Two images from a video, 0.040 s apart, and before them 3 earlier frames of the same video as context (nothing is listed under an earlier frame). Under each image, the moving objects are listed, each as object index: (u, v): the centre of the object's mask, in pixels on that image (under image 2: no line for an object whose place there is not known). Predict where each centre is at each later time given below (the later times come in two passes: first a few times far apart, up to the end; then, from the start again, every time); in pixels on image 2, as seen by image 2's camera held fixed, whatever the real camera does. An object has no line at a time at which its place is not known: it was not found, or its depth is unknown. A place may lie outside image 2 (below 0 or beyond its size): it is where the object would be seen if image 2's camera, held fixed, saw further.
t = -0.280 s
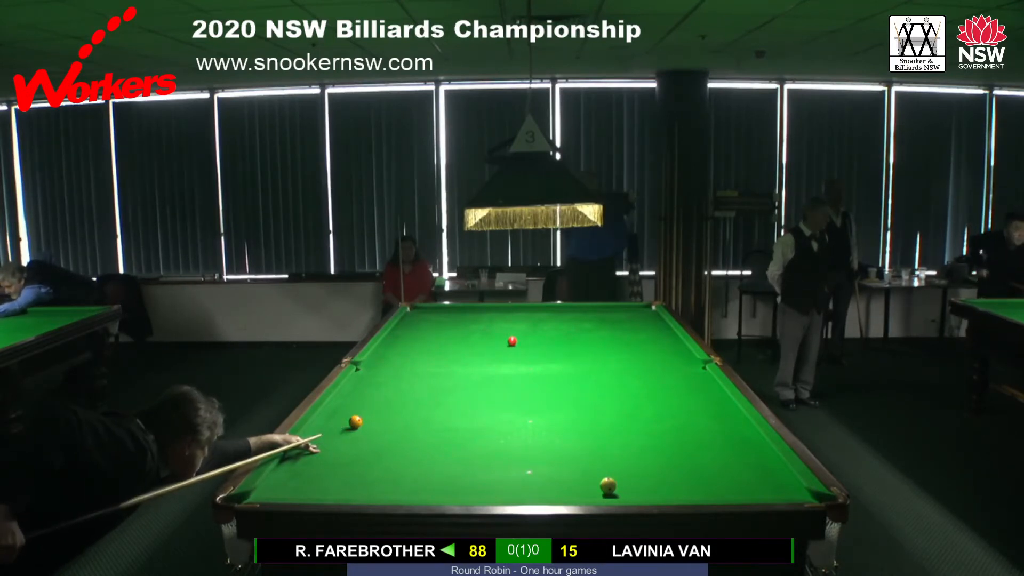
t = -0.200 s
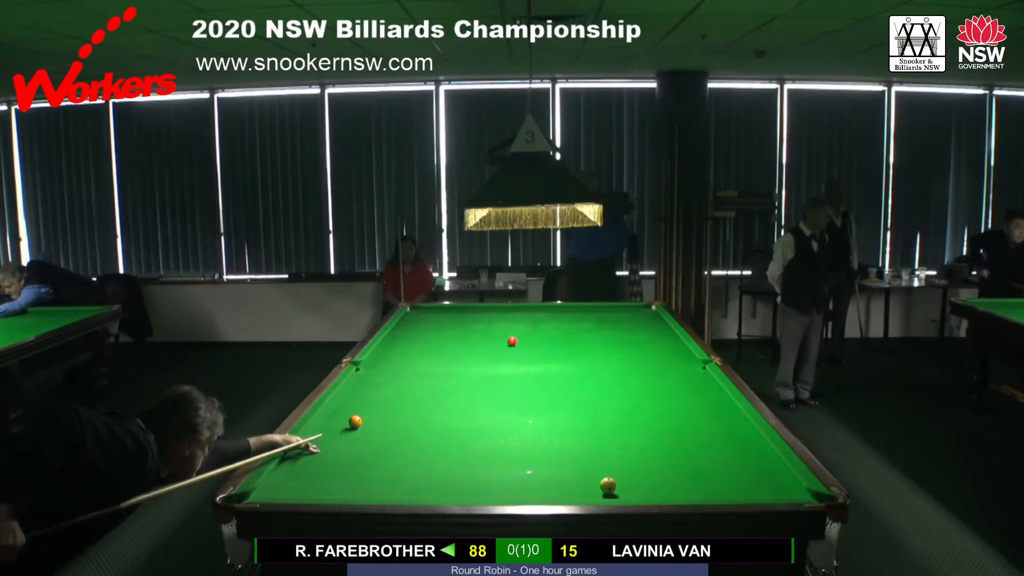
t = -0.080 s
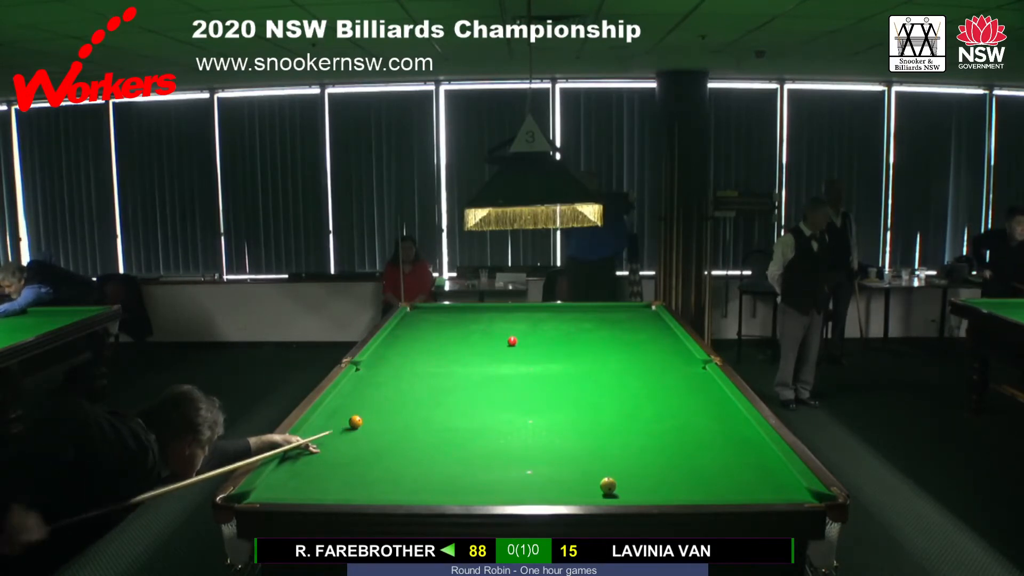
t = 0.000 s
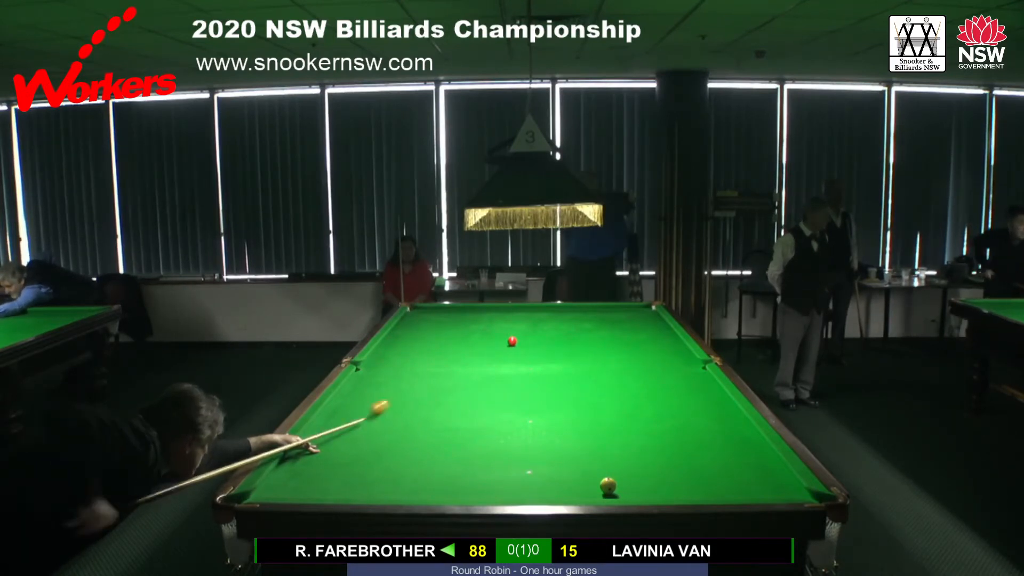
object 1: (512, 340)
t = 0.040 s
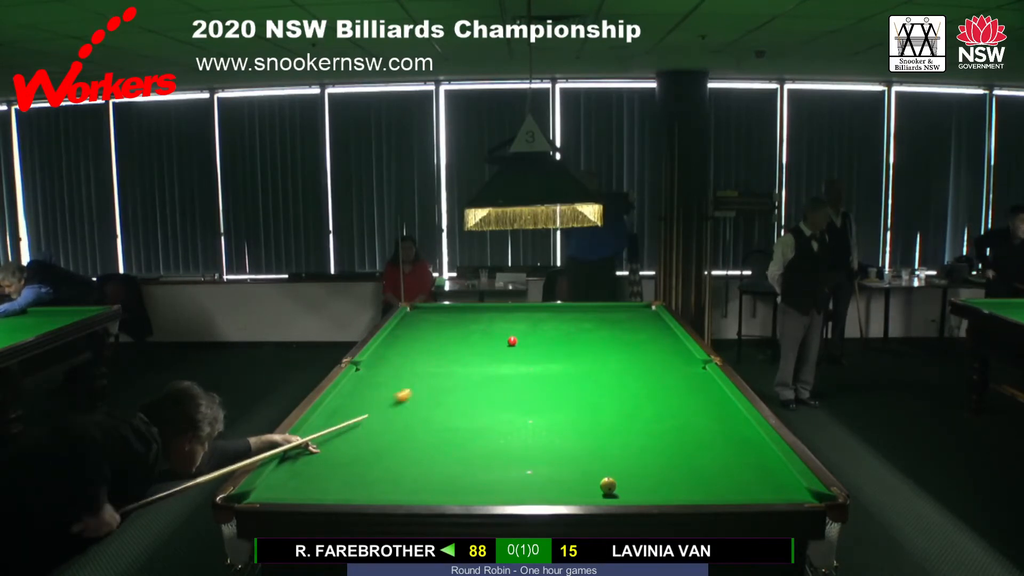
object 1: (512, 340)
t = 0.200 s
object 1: (512, 340)
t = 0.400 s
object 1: (557, 337)
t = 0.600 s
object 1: (621, 332)
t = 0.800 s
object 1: (664, 328)
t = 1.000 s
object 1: (618, 325)
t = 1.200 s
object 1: (579, 322)
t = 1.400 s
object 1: (542, 320)
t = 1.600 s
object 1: (506, 317)
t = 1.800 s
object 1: (473, 315)
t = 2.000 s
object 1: (442, 313)
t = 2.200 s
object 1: (412, 311)
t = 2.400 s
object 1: (430, 310)
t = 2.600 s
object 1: (450, 309)
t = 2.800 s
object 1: (469, 308)
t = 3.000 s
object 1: (488, 306)
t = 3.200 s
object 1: (503, 306)
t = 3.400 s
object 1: (516, 307)
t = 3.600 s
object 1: (530, 307)
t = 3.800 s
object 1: (542, 307)
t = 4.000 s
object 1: (554, 308)
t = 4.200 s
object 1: (565, 308)
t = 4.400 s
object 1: (576, 308)
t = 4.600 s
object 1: (586, 309)
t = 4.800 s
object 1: (596, 309)
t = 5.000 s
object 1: (605, 310)
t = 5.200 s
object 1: (613, 310)
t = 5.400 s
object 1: (621, 310)
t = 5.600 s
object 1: (628, 310)
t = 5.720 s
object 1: (633, 310)
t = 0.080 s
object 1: (512, 341)
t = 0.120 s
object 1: (512, 341)
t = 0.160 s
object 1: (512, 341)
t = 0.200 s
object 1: (512, 340)
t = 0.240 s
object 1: (512, 341)
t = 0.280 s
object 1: (512, 341)
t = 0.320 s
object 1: (525, 339)
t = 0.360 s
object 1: (542, 338)
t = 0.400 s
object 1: (557, 337)
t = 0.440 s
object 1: (572, 336)
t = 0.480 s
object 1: (585, 335)
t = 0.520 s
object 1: (598, 334)
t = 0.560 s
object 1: (610, 333)
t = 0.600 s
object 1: (621, 332)
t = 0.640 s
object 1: (633, 331)
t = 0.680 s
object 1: (643, 330)
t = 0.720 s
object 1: (654, 329)
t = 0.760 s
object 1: (665, 328)
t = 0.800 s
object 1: (664, 328)
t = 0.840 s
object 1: (653, 327)
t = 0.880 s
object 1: (644, 326)
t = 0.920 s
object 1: (635, 326)
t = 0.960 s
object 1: (627, 325)
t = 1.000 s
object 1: (618, 325)
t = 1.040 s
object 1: (611, 324)
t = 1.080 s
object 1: (602, 324)
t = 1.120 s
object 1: (595, 323)
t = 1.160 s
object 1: (587, 323)
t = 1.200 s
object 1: (579, 322)
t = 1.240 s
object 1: (572, 322)
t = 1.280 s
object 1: (564, 321)
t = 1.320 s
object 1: (557, 321)
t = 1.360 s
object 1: (549, 320)
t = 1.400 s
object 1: (542, 320)
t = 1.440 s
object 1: (535, 319)
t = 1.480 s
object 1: (527, 319)
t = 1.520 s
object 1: (520, 319)
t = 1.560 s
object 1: (513, 318)
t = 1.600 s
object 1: (506, 317)
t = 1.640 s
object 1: (499, 317)
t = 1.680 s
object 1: (493, 317)
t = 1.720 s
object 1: (486, 316)
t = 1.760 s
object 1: (480, 316)
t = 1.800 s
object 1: (473, 315)
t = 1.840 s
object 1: (467, 315)
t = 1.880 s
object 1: (460, 315)
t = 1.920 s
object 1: (454, 314)
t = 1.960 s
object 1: (448, 313)
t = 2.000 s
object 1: (442, 313)
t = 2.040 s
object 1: (436, 313)
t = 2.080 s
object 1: (430, 312)
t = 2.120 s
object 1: (424, 312)
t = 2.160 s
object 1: (418, 312)
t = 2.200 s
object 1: (412, 311)
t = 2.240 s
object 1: (412, 311)
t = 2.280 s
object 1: (417, 311)
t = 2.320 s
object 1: (422, 310)
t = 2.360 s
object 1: (426, 310)
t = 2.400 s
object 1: (430, 310)
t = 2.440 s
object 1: (434, 310)
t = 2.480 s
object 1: (438, 309)
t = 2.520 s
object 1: (442, 309)
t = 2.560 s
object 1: (446, 309)
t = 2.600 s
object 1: (450, 309)
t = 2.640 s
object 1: (454, 308)
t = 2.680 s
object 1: (458, 308)
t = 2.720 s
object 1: (462, 308)
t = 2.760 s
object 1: (465, 308)
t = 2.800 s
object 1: (469, 308)
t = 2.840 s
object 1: (473, 307)
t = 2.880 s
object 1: (477, 307)
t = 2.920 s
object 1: (481, 307)
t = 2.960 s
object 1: (484, 307)
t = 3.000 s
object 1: (488, 306)
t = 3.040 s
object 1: (491, 306)
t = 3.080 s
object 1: (495, 306)
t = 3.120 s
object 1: (497, 306)
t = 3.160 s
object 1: (500, 306)
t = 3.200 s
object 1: (503, 306)
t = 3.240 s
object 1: (506, 306)
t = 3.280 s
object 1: (508, 306)
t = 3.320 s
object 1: (511, 306)
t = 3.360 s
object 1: (514, 306)
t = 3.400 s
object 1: (516, 307)
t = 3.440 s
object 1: (519, 307)
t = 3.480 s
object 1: (522, 307)
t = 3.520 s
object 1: (524, 307)
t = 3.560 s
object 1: (527, 307)
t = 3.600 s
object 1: (530, 307)
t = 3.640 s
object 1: (532, 307)
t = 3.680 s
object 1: (535, 307)
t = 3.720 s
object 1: (537, 307)
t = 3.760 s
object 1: (540, 307)
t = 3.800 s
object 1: (542, 307)
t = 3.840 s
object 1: (545, 307)
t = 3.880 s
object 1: (547, 307)
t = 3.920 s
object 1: (550, 307)
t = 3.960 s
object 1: (552, 308)
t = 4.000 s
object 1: (554, 308)
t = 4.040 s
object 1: (556, 308)
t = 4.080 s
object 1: (558, 308)
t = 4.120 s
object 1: (561, 308)
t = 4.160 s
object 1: (563, 308)
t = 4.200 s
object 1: (565, 308)
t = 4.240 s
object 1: (567, 308)
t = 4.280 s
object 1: (570, 308)
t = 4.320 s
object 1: (572, 308)
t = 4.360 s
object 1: (574, 308)
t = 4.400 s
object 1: (576, 308)
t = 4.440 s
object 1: (578, 309)
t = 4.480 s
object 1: (580, 309)
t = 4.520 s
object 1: (582, 309)
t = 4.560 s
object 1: (584, 309)
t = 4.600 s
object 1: (586, 309)
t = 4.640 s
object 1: (588, 309)
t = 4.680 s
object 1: (590, 309)
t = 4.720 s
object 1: (592, 309)
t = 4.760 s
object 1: (594, 309)
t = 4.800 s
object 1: (596, 309)
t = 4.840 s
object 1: (598, 309)
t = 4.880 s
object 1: (600, 309)
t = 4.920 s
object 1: (601, 310)
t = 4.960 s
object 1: (603, 309)
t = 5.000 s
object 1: (605, 310)
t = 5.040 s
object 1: (607, 310)
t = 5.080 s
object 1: (609, 310)
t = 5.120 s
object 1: (610, 310)
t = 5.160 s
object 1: (612, 310)
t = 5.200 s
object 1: (613, 310)
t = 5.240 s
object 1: (615, 310)
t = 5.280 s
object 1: (617, 310)
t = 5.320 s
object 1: (618, 310)
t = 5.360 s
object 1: (620, 310)
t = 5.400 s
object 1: (621, 310)
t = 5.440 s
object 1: (623, 310)
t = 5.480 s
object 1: (624, 310)
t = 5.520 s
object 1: (626, 310)
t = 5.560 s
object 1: (627, 310)
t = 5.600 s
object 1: (628, 310)
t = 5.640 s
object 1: (630, 310)
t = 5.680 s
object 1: (631, 310)
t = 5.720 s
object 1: (633, 310)
